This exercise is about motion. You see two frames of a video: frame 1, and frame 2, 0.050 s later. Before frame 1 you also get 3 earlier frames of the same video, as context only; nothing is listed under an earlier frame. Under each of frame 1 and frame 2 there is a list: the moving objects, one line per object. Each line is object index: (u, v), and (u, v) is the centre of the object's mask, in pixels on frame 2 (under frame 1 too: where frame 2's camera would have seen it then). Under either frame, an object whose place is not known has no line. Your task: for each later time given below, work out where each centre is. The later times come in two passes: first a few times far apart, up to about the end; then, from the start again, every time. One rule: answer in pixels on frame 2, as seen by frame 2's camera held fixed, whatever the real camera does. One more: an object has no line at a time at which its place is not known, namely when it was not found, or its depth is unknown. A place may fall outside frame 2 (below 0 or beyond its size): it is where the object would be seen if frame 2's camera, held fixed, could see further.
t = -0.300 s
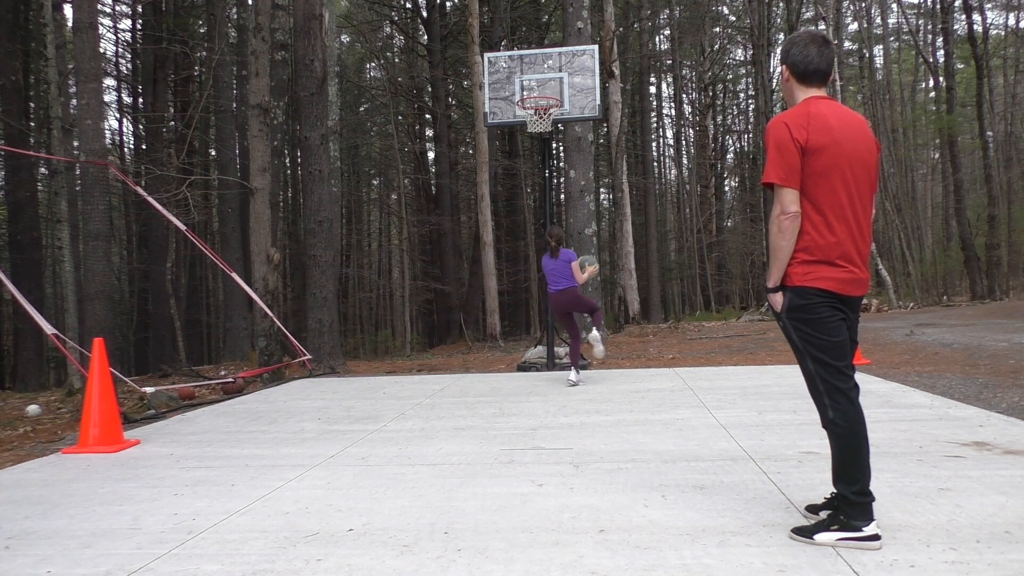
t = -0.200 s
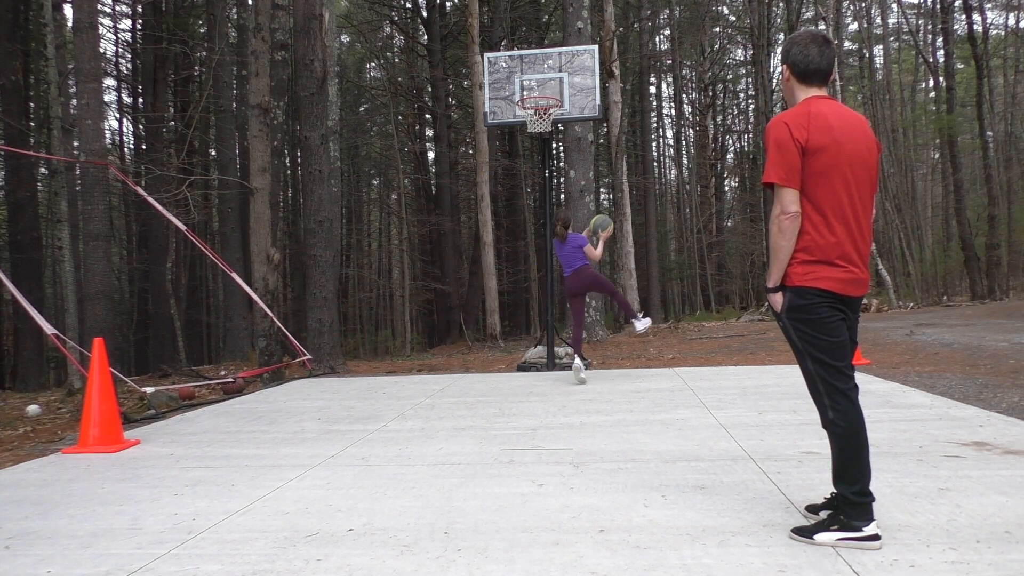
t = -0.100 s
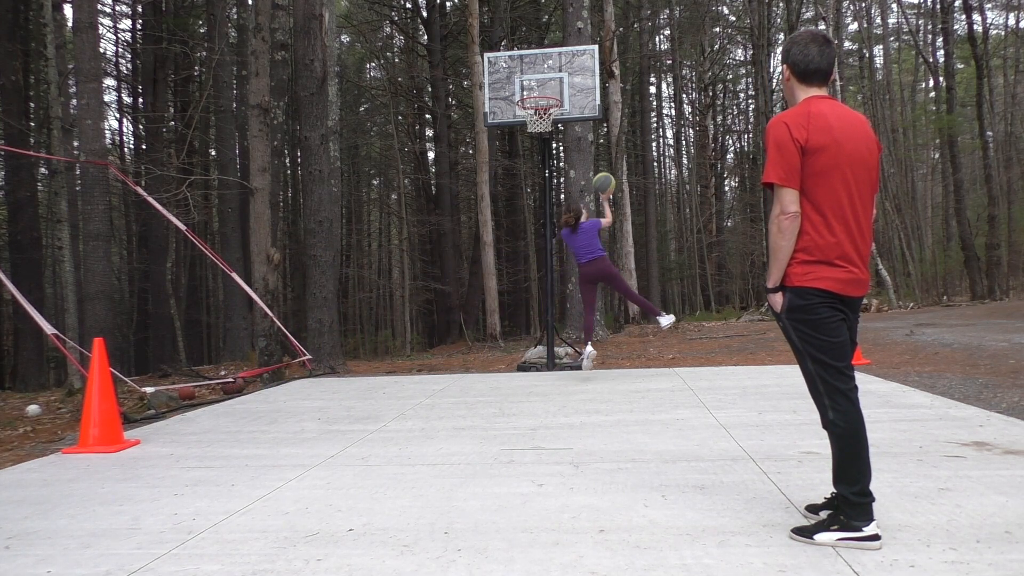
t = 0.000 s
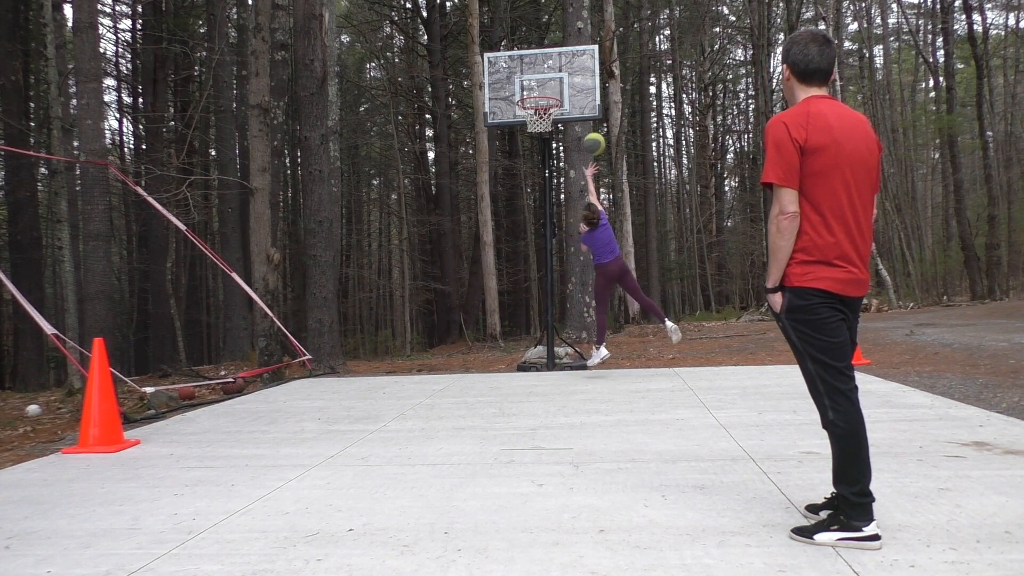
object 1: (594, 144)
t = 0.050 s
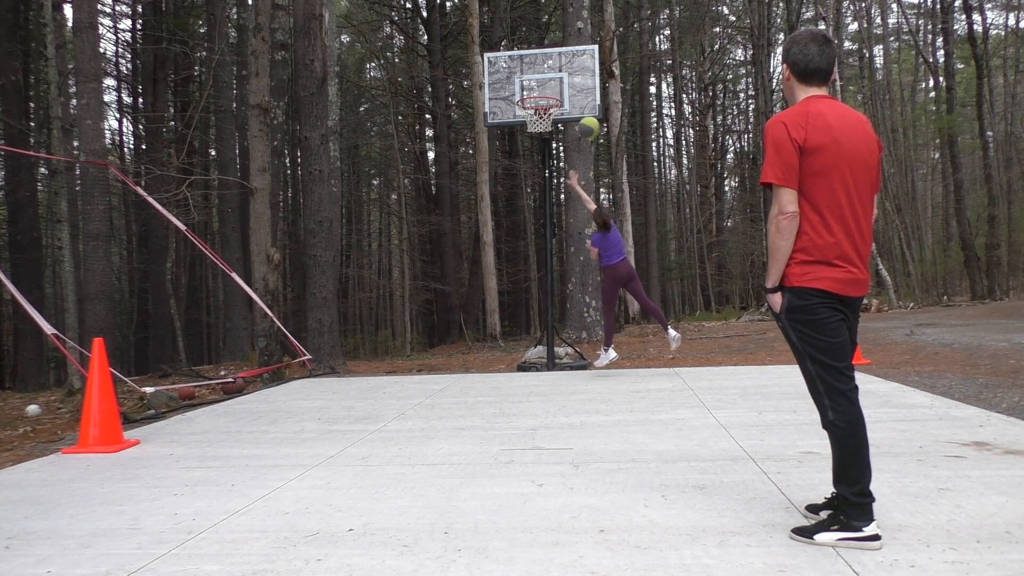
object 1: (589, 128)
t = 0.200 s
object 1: (574, 94)
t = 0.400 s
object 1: (558, 81)
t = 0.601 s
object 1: (546, 98)
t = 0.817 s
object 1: (535, 132)
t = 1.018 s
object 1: (530, 178)
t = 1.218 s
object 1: (525, 258)
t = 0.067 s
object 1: (587, 123)
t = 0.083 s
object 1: (585, 118)
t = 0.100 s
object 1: (583, 114)
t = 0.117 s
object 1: (582, 110)
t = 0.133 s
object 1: (581, 106)
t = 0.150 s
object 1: (579, 103)
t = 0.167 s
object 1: (577, 100)
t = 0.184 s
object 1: (576, 97)
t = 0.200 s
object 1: (574, 94)
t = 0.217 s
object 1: (573, 92)
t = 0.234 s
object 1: (571, 90)
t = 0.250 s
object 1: (570, 88)
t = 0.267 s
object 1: (569, 87)
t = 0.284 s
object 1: (567, 86)
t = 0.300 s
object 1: (565, 85)
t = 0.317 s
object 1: (564, 84)
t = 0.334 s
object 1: (562, 83)
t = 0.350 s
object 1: (561, 83)
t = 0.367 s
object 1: (560, 83)
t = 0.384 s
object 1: (559, 82)
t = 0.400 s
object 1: (558, 81)
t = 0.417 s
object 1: (557, 82)
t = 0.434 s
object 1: (556, 82)
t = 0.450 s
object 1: (555, 82)
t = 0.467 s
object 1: (554, 83)
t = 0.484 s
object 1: (553, 84)
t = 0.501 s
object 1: (552, 86)
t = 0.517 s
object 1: (550, 87)
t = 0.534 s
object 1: (549, 88)
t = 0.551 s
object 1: (549, 89)
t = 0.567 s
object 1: (548, 91)
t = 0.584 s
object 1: (547, 94)
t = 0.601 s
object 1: (546, 98)
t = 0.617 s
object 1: (545, 102)
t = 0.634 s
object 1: (542, 107)
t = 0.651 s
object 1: (542, 109)
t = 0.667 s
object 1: (541, 111)
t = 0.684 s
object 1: (540, 112)
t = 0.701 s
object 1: (540, 113)
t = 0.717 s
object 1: (540, 119)
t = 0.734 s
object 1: (539, 121)
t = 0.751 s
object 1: (539, 124)
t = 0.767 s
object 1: (538, 126)
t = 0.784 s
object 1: (536, 129)
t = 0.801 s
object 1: (536, 130)
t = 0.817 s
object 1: (535, 132)
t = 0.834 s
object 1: (535, 135)
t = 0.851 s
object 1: (534, 137)
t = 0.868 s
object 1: (534, 140)
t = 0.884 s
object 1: (533, 142)
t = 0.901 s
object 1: (533, 146)
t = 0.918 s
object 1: (532, 150)
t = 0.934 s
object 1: (532, 155)
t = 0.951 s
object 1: (531, 159)
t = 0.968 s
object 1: (531, 163)
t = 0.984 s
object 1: (530, 168)
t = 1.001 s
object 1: (530, 173)
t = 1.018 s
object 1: (530, 178)
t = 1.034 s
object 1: (529, 184)
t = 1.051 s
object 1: (529, 189)
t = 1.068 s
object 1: (528, 195)
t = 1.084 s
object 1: (528, 202)
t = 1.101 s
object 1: (527, 207)
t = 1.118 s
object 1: (527, 214)
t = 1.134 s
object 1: (527, 221)
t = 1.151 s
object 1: (526, 228)
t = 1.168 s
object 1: (526, 236)
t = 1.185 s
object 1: (525, 243)
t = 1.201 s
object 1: (525, 250)
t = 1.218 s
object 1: (525, 258)
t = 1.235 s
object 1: (524, 267)
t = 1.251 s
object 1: (524, 275)
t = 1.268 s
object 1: (524, 284)
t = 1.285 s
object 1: (524, 293)
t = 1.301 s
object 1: (523, 302)
